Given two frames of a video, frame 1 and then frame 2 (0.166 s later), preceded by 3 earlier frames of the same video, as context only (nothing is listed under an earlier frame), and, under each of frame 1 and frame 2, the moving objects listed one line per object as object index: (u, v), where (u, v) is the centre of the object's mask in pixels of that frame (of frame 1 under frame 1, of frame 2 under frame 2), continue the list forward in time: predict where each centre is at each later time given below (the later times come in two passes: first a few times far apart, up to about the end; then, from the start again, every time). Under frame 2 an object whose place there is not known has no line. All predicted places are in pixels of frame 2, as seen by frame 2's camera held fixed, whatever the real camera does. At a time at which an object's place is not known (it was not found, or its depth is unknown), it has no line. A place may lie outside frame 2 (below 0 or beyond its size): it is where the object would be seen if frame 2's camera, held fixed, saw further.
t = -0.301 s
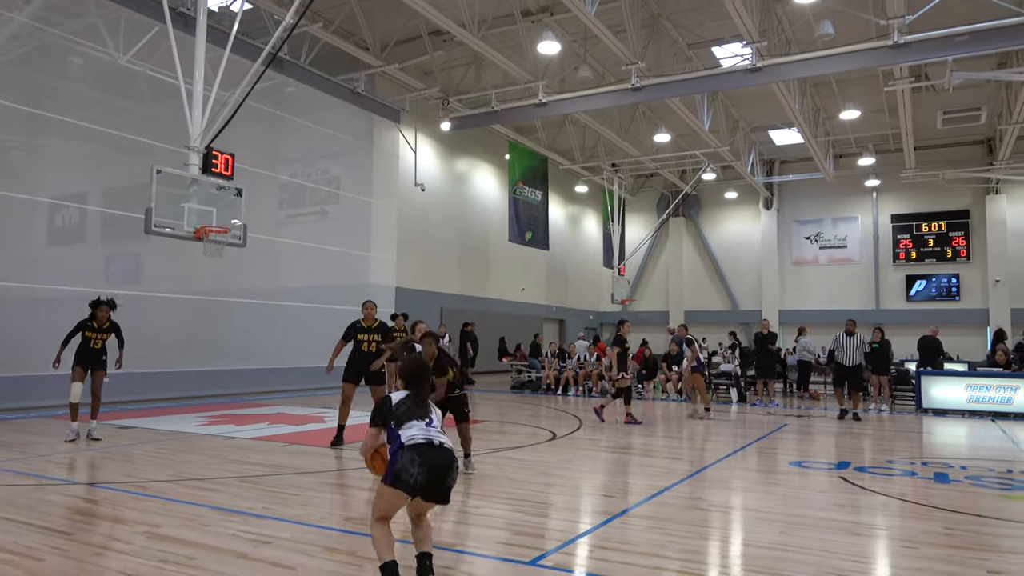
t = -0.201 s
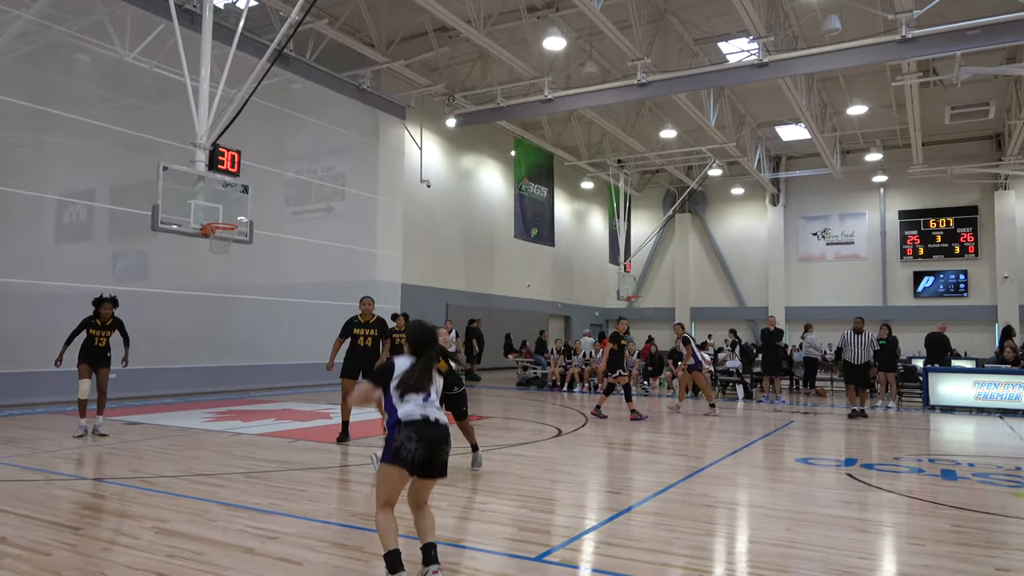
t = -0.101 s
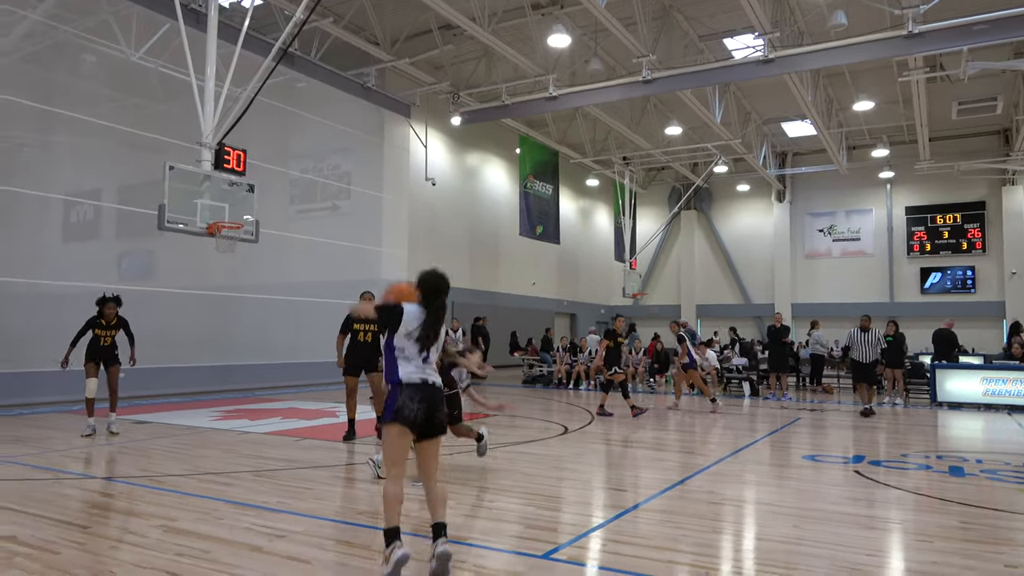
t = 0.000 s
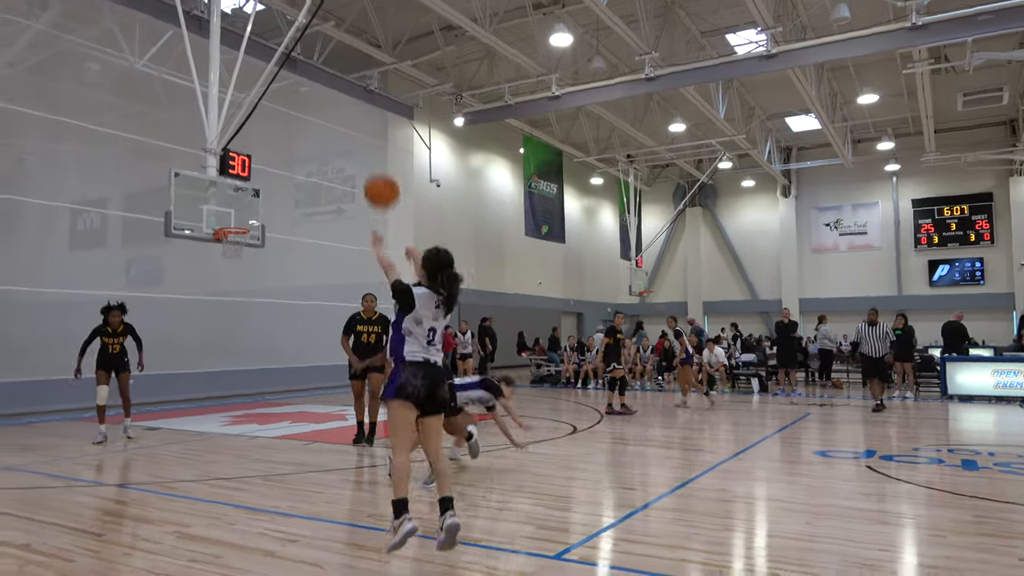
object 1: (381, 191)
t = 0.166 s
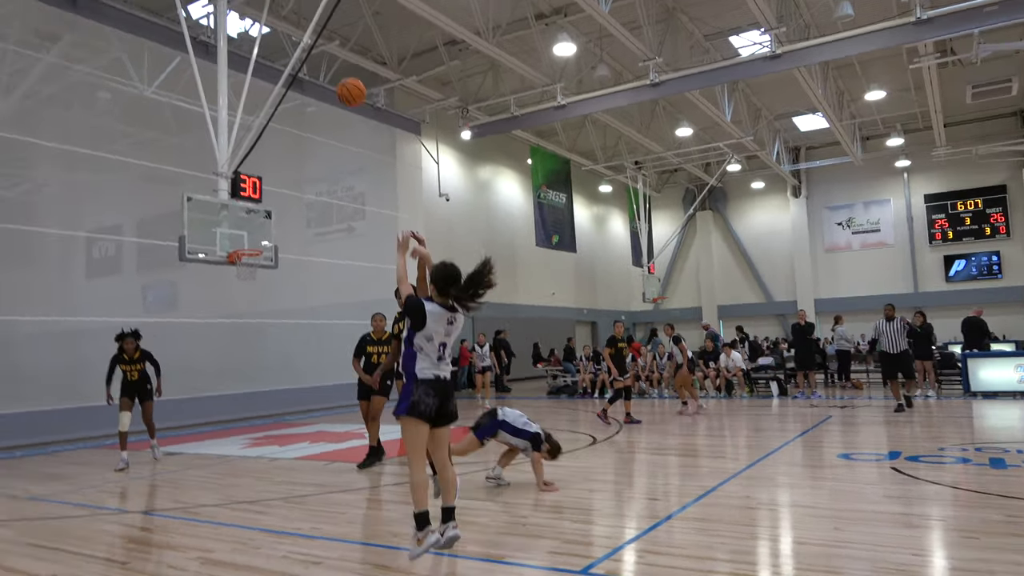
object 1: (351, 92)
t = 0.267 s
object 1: (332, 54)
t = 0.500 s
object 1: (303, 21)
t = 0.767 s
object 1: (280, 42)
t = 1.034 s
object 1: (265, 109)
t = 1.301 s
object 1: (256, 199)
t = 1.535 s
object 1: (249, 263)
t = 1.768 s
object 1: (239, 305)
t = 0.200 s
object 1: (344, 78)
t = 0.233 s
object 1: (339, 65)
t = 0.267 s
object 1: (332, 54)
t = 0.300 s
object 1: (327, 45)
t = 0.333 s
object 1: (322, 37)
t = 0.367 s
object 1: (318, 32)
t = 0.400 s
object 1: (313, 27)
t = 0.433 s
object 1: (309, 23)
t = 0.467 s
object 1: (306, 22)
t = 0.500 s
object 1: (303, 21)
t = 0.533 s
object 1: (300, 21)
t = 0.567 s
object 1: (296, 22)
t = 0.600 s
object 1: (293, 24)
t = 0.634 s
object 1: (290, 27)
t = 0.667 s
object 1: (287, 30)
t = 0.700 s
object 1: (284, 35)
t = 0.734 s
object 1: (282, 38)
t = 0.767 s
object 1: (280, 42)
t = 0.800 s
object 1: (277, 51)
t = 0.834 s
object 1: (276, 58)
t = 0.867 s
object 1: (275, 66)
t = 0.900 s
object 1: (273, 73)
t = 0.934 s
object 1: (271, 81)
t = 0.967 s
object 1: (269, 90)
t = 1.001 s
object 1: (266, 99)
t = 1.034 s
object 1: (265, 109)
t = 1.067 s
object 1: (264, 119)
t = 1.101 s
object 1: (263, 129)
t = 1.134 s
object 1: (261, 141)
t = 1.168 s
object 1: (260, 151)
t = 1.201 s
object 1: (259, 163)
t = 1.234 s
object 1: (258, 174)
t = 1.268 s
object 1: (257, 186)
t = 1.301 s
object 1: (256, 199)
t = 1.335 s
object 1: (255, 212)
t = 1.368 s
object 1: (254, 225)
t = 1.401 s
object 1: (252, 239)
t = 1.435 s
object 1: (252, 249)
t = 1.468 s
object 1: (251, 254)
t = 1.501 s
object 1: (251, 259)
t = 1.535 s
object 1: (249, 263)
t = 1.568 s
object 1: (247, 268)
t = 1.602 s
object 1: (246, 271)
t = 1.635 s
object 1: (244, 277)
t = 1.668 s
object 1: (243, 283)
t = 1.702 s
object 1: (241, 290)
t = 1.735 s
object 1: (240, 297)
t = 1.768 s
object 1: (239, 305)
